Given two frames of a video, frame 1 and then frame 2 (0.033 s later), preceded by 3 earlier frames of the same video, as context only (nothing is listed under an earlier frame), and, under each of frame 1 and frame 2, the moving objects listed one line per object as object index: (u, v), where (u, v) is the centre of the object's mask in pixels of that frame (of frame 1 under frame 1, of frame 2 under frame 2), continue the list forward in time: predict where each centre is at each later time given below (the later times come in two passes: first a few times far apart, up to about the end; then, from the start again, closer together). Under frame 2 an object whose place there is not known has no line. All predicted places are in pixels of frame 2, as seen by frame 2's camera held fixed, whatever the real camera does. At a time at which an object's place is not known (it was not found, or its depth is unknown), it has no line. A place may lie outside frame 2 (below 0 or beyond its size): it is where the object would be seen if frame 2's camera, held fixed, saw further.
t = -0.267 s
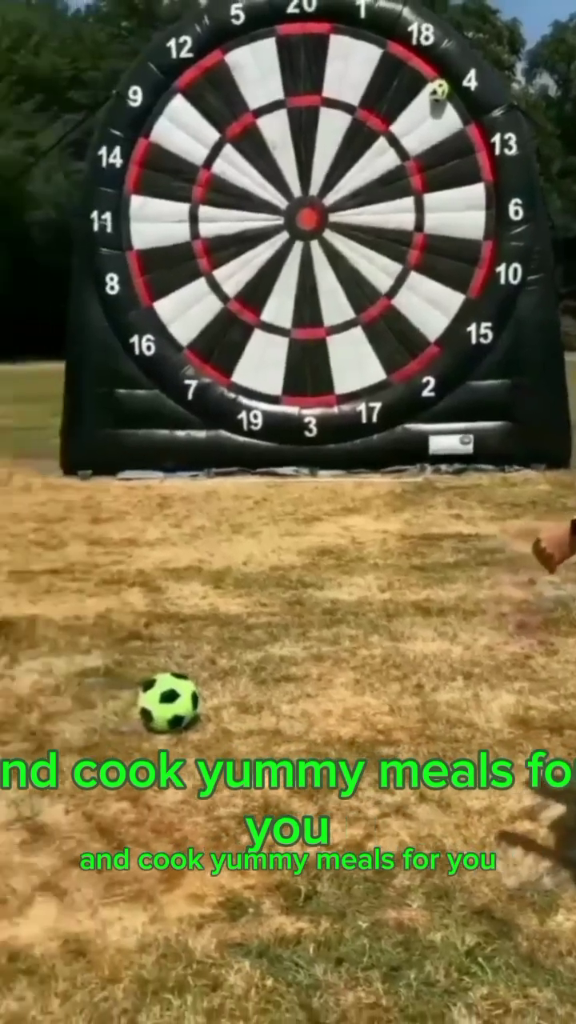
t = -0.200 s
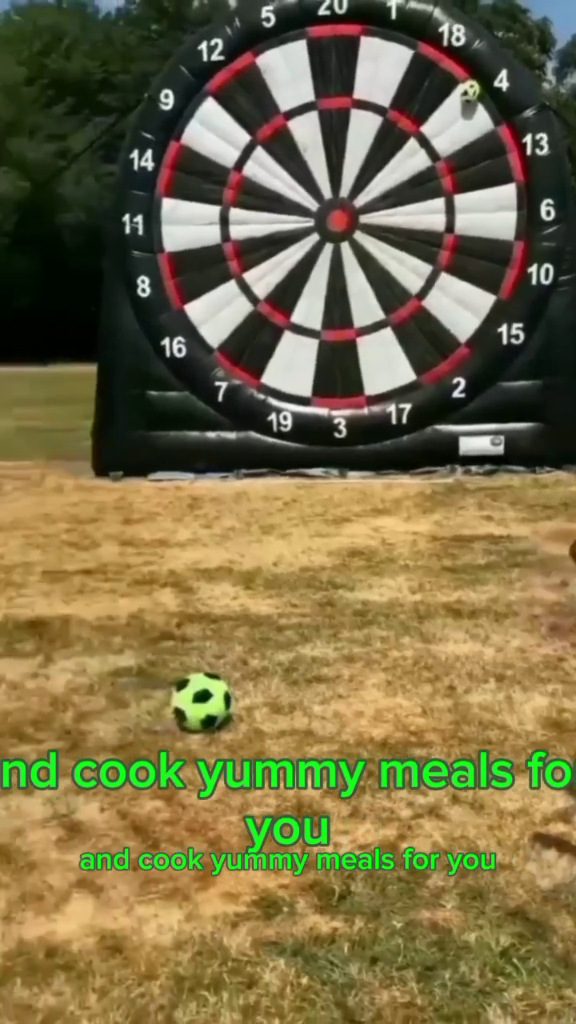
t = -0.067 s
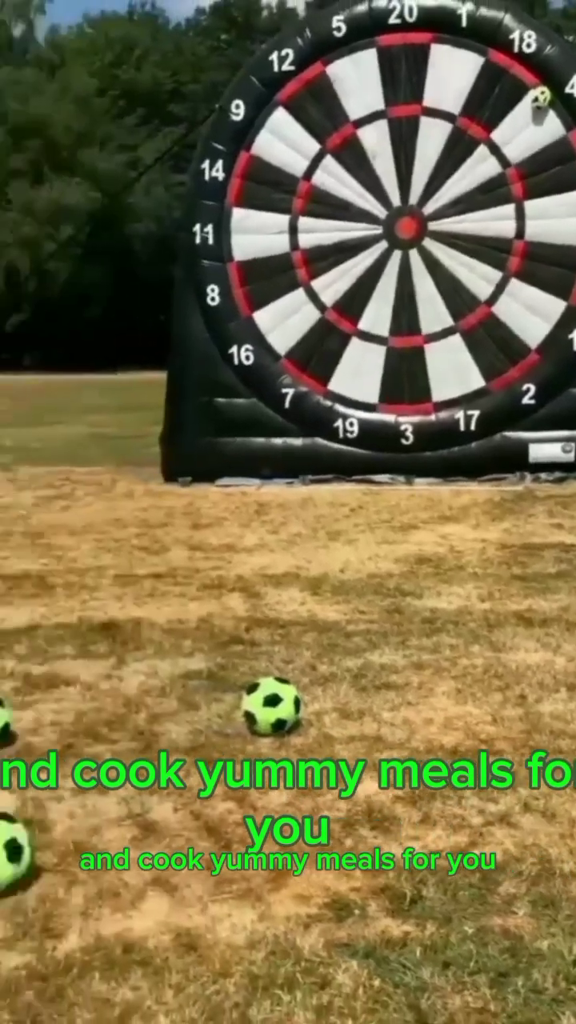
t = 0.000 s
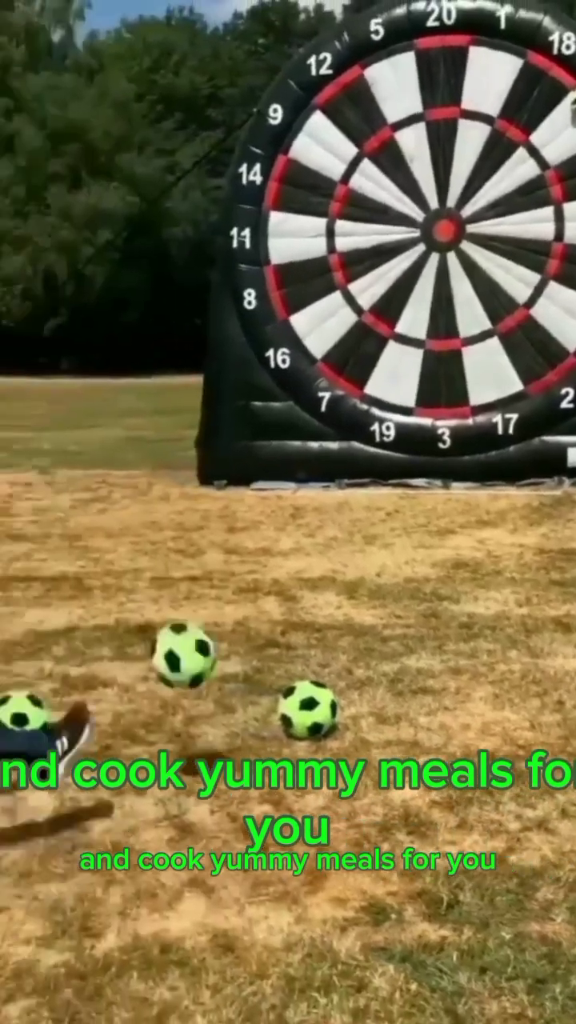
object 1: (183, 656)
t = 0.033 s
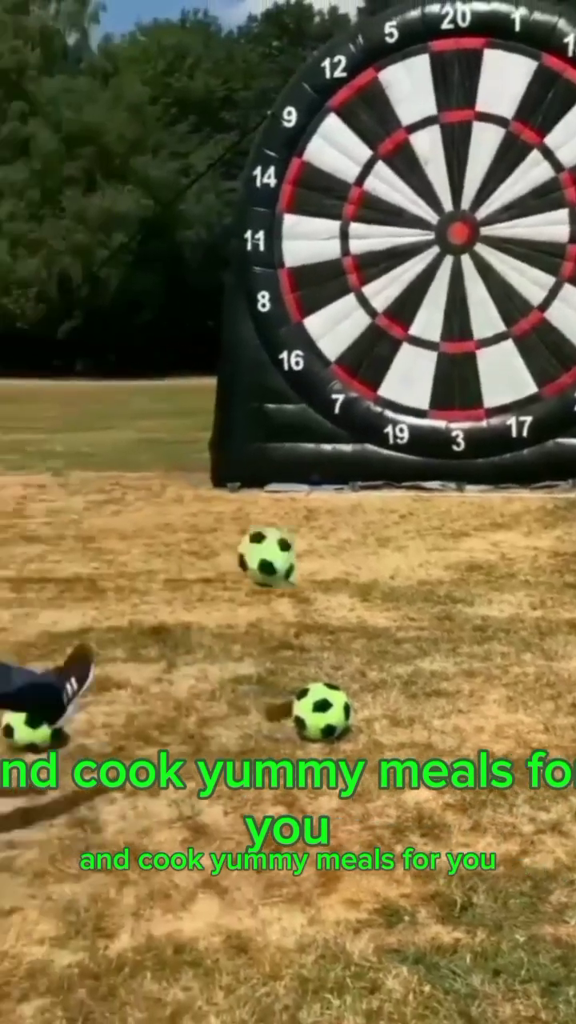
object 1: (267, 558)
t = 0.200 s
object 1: (427, 319)
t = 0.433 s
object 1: (481, 241)
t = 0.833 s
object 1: (476, 298)
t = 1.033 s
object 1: (463, 349)
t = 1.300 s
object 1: (460, 380)
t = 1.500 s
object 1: (459, 414)
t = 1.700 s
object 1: (452, 458)
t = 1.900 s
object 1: (445, 473)
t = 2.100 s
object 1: (436, 457)
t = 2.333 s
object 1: (422, 486)
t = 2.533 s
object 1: (412, 495)
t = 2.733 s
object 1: (403, 503)
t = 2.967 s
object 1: (393, 516)
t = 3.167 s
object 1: (389, 521)
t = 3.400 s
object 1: (385, 523)
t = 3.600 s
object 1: (385, 525)
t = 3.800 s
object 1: (387, 526)
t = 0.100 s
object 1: (357, 423)
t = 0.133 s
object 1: (388, 381)
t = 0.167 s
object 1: (408, 346)
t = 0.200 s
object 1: (427, 319)
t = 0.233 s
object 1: (441, 297)
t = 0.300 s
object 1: (464, 268)
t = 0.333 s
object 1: (469, 258)
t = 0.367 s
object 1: (475, 251)
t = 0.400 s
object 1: (479, 244)
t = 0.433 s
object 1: (481, 241)
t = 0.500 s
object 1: (486, 239)
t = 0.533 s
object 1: (489, 241)
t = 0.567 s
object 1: (489, 244)
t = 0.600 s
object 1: (489, 246)
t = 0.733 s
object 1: (482, 272)
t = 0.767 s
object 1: (481, 280)
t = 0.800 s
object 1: (480, 289)
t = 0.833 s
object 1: (476, 298)
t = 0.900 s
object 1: (469, 317)
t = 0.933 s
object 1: (467, 328)
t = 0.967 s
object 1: (463, 338)
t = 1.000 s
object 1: (464, 344)
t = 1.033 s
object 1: (463, 349)
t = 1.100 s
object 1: (463, 356)
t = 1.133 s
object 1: (463, 359)
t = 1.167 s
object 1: (462, 363)
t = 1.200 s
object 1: (462, 366)
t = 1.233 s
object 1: (462, 369)
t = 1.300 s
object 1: (460, 380)
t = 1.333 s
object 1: (460, 384)
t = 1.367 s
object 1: (460, 389)
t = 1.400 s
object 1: (459, 396)
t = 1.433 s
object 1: (459, 401)
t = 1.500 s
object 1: (459, 414)
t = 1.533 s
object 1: (458, 422)
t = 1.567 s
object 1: (457, 434)
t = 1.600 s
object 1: (456, 436)
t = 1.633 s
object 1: (455, 441)
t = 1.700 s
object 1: (452, 458)
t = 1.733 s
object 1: (450, 470)
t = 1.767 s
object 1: (449, 481)
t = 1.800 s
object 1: (452, 490)
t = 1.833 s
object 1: (447, 486)
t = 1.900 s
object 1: (445, 473)
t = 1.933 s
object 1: (444, 468)
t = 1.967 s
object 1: (442, 463)
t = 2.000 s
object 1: (440, 461)
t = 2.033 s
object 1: (440, 458)
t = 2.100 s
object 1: (436, 457)
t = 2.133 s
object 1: (435, 459)
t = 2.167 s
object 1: (434, 460)
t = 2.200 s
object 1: (431, 463)
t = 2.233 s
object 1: (429, 468)
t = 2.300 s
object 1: (425, 477)
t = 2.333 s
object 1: (422, 486)
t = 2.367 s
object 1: (421, 497)
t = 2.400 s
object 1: (418, 504)
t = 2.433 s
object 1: (416, 505)
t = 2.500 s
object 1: (414, 498)
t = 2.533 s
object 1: (412, 495)
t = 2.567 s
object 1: (411, 494)
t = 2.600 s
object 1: (410, 493)
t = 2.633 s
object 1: (408, 494)
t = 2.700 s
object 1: (404, 498)
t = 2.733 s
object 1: (403, 503)
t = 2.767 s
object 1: (400, 510)
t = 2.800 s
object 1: (398, 512)
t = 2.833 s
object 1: (397, 513)
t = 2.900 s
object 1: (396, 514)
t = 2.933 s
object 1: (394, 514)
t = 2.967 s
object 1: (393, 516)
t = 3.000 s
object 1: (392, 518)
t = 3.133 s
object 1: (390, 519)
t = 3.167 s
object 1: (389, 521)
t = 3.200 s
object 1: (389, 522)
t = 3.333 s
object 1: (386, 522)
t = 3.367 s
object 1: (386, 523)
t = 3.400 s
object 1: (385, 523)
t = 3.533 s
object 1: (385, 524)
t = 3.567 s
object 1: (385, 524)
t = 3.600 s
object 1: (385, 525)
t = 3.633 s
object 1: (386, 525)
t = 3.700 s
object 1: (386, 526)
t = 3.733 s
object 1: (387, 526)
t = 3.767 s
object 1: (387, 525)
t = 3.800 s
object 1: (387, 526)
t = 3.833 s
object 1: (386, 526)
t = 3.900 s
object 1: (386, 526)
